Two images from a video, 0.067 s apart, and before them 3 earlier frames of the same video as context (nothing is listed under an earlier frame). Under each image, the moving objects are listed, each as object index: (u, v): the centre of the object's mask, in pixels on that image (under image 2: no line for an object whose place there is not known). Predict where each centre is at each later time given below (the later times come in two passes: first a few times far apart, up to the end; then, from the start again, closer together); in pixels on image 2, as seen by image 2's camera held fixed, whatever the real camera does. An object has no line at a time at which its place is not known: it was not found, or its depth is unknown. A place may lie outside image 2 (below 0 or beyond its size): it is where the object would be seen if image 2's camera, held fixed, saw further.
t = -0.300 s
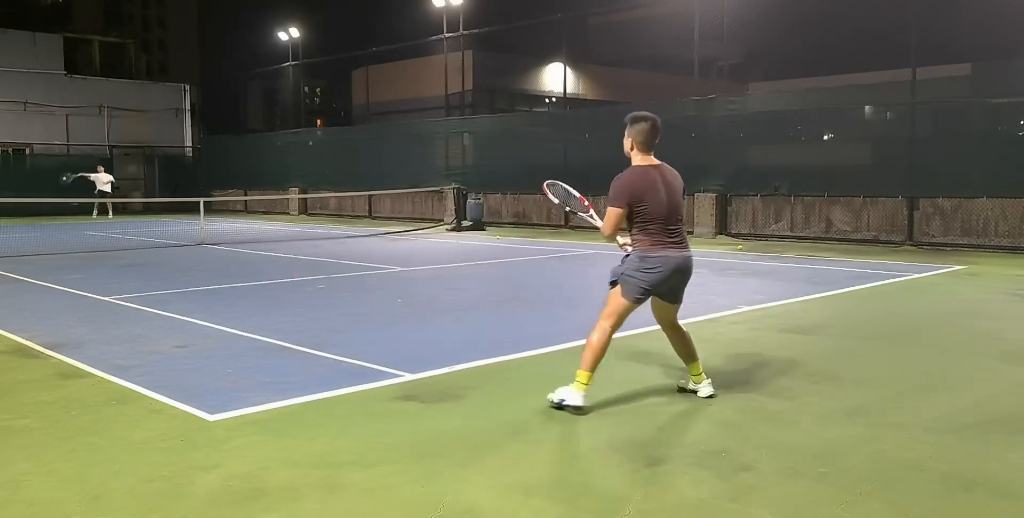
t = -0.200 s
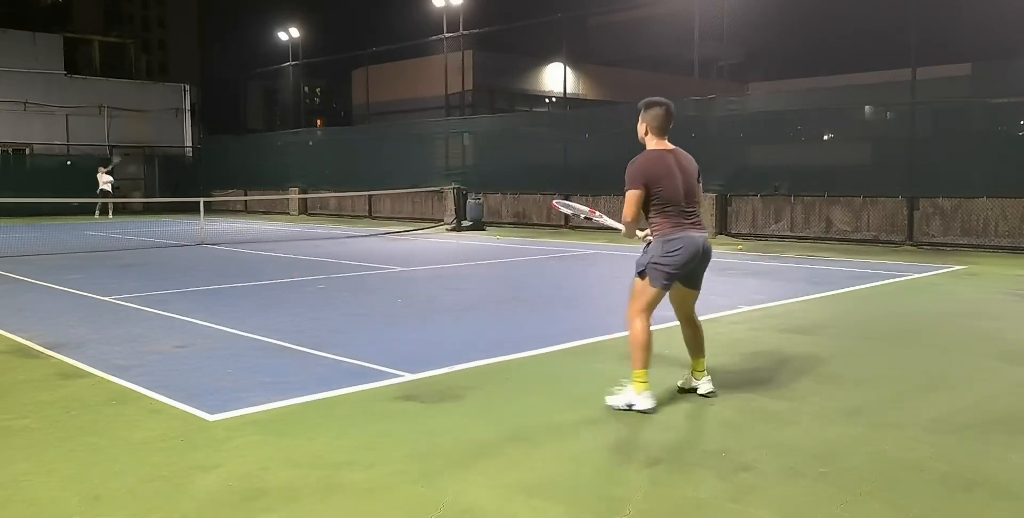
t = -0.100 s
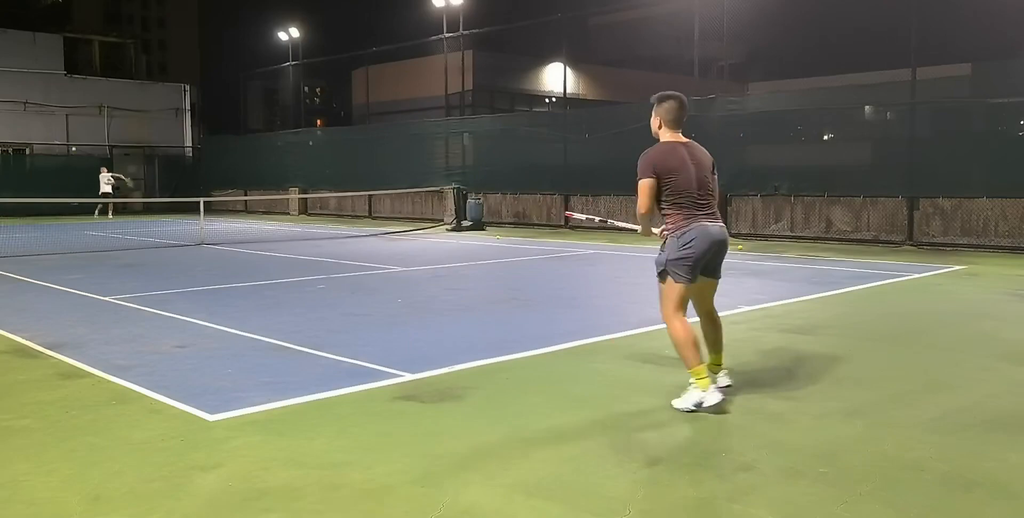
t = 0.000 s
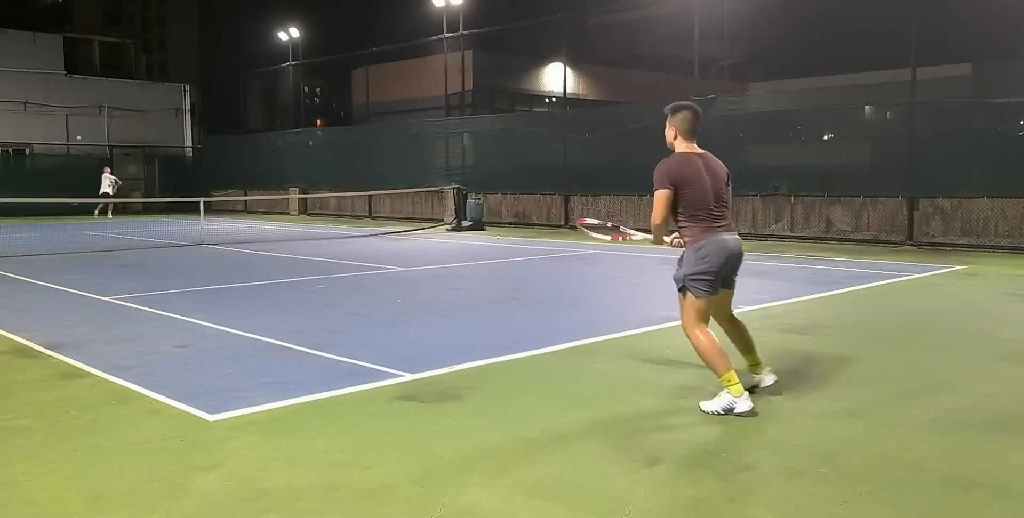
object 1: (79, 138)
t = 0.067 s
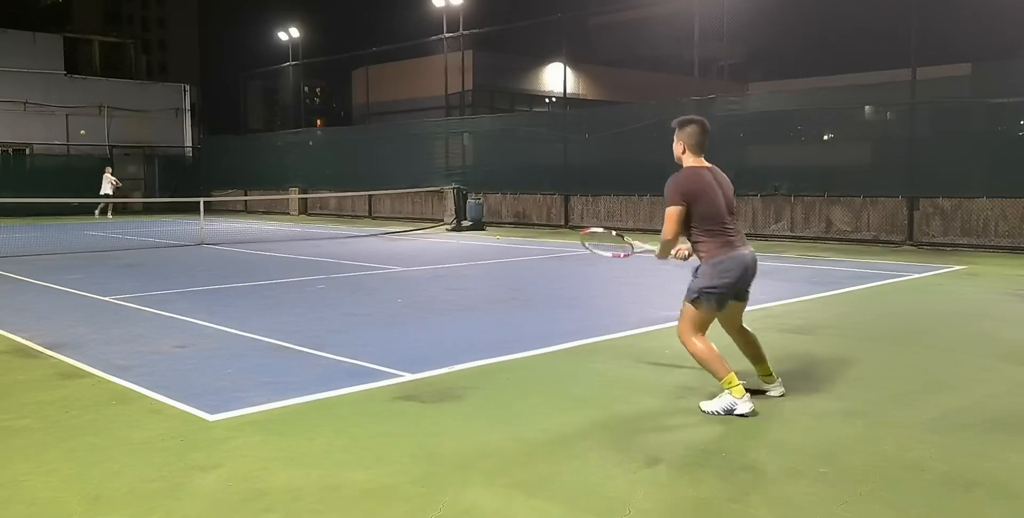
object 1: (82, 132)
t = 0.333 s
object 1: (101, 132)
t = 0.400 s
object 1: (107, 141)
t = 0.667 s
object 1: (142, 253)
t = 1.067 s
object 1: (244, 202)
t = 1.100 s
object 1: (260, 185)
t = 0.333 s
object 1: (101, 132)
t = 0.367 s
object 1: (104, 136)
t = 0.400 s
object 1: (107, 141)
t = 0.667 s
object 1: (142, 253)
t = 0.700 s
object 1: (149, 282)
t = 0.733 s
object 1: (157, 318)
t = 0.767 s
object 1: (166, 359)
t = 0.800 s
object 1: (171, 345)
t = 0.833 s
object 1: (177, 326)
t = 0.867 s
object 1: (184, 307)
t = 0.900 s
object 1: (190, 290)
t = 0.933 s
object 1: (198, 272)
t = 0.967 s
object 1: (207, 254)
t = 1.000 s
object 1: (217, 237)
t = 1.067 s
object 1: (244, 202)
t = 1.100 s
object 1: (260, 185)
